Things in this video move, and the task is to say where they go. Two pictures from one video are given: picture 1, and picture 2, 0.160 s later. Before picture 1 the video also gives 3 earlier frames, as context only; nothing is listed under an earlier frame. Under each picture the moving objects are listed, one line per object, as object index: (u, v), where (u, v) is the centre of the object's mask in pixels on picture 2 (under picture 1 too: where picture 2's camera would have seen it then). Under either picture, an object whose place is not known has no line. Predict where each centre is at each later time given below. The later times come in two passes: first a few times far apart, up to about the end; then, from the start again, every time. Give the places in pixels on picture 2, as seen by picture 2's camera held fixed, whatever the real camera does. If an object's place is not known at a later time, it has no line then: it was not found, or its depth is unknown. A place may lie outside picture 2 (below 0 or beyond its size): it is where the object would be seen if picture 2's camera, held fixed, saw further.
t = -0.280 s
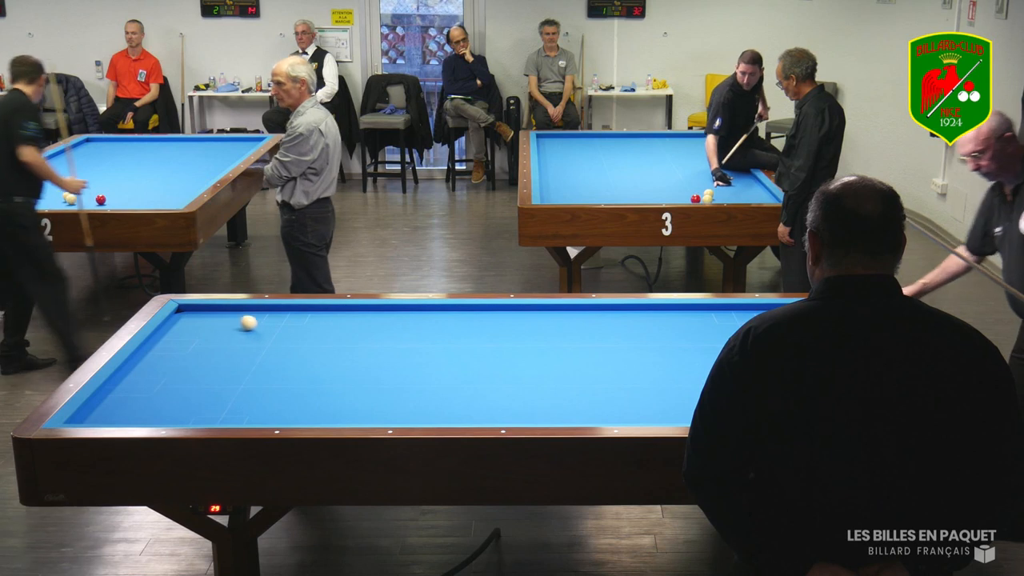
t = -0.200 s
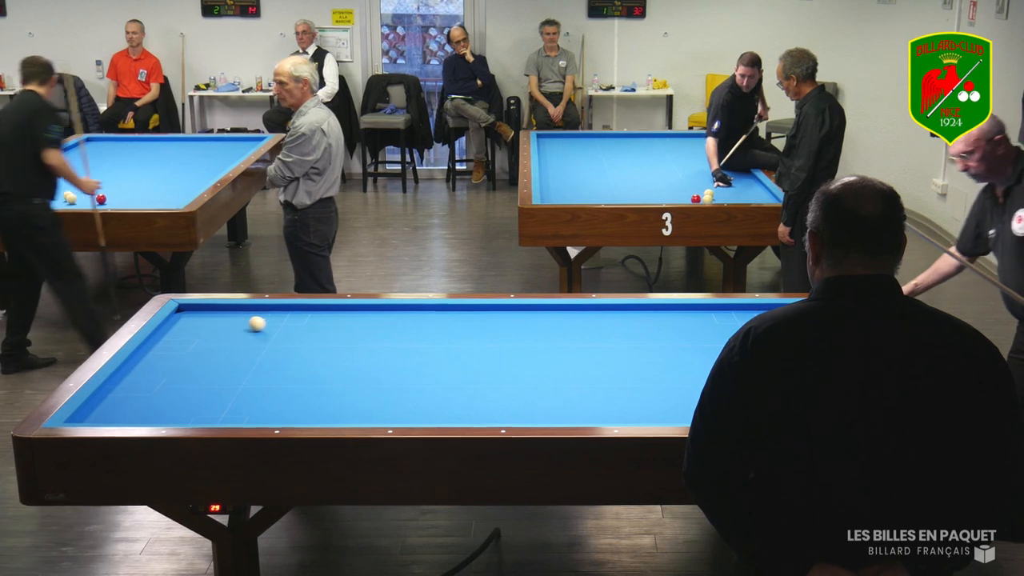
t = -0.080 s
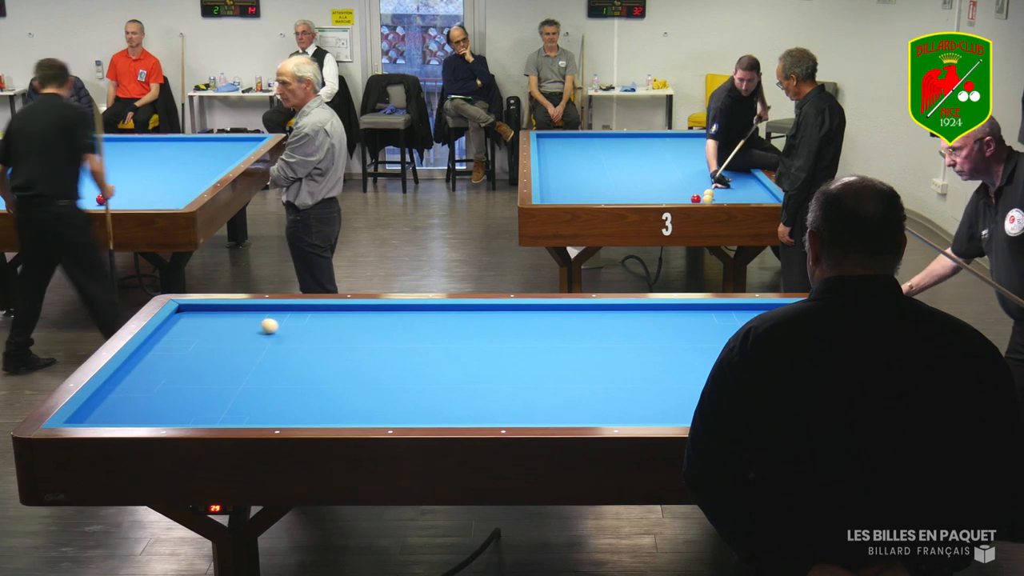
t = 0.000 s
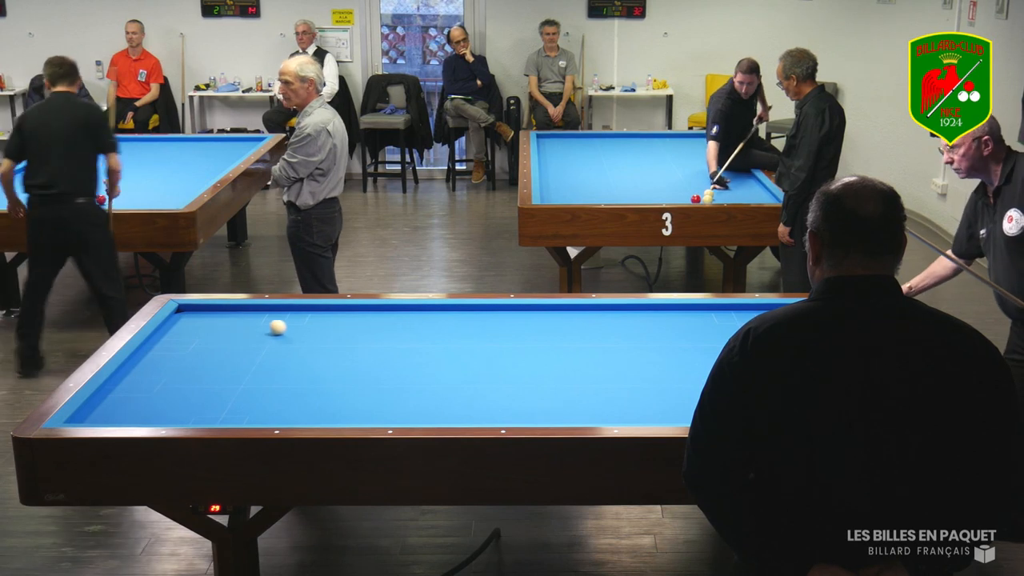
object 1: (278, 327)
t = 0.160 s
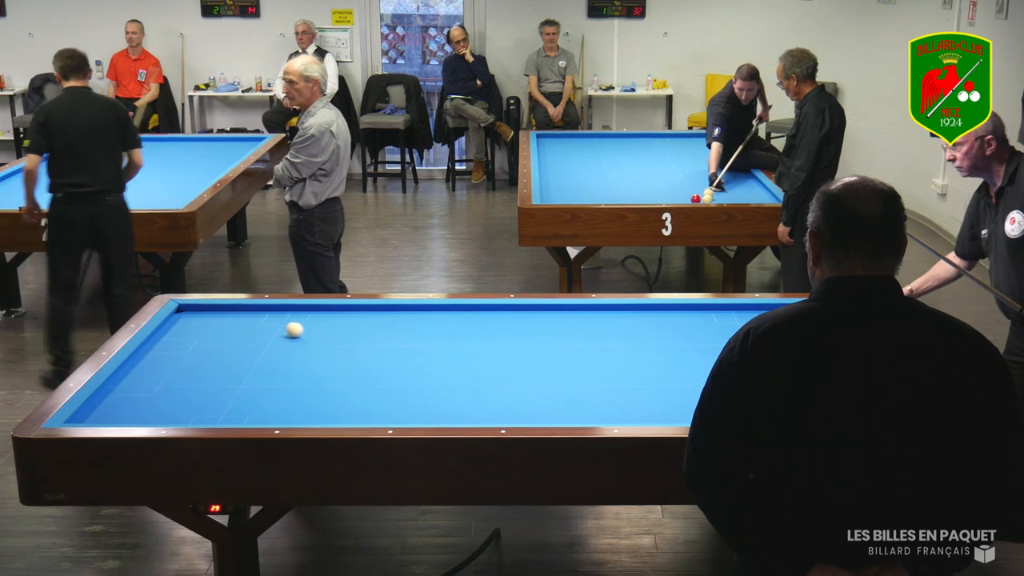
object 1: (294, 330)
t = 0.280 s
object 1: (307, 332)
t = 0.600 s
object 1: (340, 337)
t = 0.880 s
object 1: (369, 341)
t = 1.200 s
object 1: (402, 346)
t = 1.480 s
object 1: (430, 351)
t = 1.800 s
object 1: (462, 356)
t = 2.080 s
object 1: (490, 361)
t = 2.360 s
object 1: (517, 365)
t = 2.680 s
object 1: (547, 370)
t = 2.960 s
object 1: (574, 374)
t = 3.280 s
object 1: (603, 379)
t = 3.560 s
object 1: (628, 383)
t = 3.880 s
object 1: (657, 387)
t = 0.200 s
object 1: (298, 330)
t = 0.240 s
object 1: (303, 331)
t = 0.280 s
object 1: (307, 332)
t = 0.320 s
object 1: (311, 332)
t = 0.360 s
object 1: (315, 333)
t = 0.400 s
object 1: (319, 334)
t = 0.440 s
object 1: (323, 334)
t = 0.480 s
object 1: (328, 335)
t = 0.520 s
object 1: (332, 336)
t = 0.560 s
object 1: (336, 336)
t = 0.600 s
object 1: (340, 337)
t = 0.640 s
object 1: (344, 338)
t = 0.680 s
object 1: (348, 338)
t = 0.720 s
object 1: (352, 339)
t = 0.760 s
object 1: (357, 339)
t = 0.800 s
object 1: (361, 340)
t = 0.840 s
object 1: (365, 341)
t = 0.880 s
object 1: (369, 341)
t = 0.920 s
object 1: (373, 342)
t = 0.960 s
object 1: (377, 343)
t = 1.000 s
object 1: (381, 343)
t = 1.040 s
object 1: (385, 344)
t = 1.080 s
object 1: (389, 345)
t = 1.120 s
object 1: (393, 345)
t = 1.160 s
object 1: (397, 346)
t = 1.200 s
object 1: (402, 346)
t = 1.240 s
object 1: (405, 347)
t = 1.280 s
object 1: (410, 348)
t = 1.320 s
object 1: (414, 348)
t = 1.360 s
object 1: (418, 349)
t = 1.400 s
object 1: (422, 350)
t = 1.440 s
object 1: (426, 350)
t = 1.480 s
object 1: (430, 351)
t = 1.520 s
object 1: (434, 352)
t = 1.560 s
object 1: (438, 352)
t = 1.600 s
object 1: (442, 353)
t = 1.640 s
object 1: (446, 354)
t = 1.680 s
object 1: (450, 354)
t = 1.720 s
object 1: (454, 355)
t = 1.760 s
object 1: (458, 356)
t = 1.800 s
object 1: (462, 356)
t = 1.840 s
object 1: (466, 357)
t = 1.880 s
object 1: (470, 357)
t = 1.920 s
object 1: (474, 358)
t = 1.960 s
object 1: (478, 359)
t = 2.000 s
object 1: (482, 359)
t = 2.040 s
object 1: (486, 360)
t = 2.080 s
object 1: (490, 361)
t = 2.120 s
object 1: (494, 361)
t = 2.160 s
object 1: (498, 362)
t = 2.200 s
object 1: (501, 362)
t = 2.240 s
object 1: (505, 363)
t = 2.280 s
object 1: (509, 364)
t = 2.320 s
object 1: (513, 364)
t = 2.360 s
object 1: (517, 365)
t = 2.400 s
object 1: (521, 365)
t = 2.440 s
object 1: (525, 366)
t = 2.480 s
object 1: (528, 367)
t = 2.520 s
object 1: (532, 367)
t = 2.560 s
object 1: (536, 368)
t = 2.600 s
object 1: (540, 369)
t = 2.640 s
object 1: (544, 369)
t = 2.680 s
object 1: (547, 370)
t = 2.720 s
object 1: (551, 370)
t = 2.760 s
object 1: (555, 371)
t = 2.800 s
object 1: (559, 372)
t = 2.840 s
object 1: (563, 372)
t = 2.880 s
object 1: (566, 373)
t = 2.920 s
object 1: (570, 373)
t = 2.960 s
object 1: (574, 374)
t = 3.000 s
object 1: (578, 375)
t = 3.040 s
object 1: (581, 375)
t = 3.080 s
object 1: (585, 376)
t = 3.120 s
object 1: (588, 376)
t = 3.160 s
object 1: (592, 377)
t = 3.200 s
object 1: (596, 378)
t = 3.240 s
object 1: (600, 378)
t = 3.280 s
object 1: (603, 379)
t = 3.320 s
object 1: (607, 379)
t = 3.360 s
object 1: (610, 380)
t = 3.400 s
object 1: (614, 380)
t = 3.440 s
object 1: (618, 381)
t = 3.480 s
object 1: (621, 382)
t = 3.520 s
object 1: (625, 382)
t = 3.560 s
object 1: (628, 383)
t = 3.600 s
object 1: (632, 383)
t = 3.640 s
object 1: (636, 384)
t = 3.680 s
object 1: (639, 385)
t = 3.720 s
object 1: (643, 385)
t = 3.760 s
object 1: (646, 386)
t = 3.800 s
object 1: (650, 386)
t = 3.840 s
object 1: (653, 387)
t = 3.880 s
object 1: (657, 387)
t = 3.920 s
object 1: (660, 388)
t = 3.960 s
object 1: (663, 389)
